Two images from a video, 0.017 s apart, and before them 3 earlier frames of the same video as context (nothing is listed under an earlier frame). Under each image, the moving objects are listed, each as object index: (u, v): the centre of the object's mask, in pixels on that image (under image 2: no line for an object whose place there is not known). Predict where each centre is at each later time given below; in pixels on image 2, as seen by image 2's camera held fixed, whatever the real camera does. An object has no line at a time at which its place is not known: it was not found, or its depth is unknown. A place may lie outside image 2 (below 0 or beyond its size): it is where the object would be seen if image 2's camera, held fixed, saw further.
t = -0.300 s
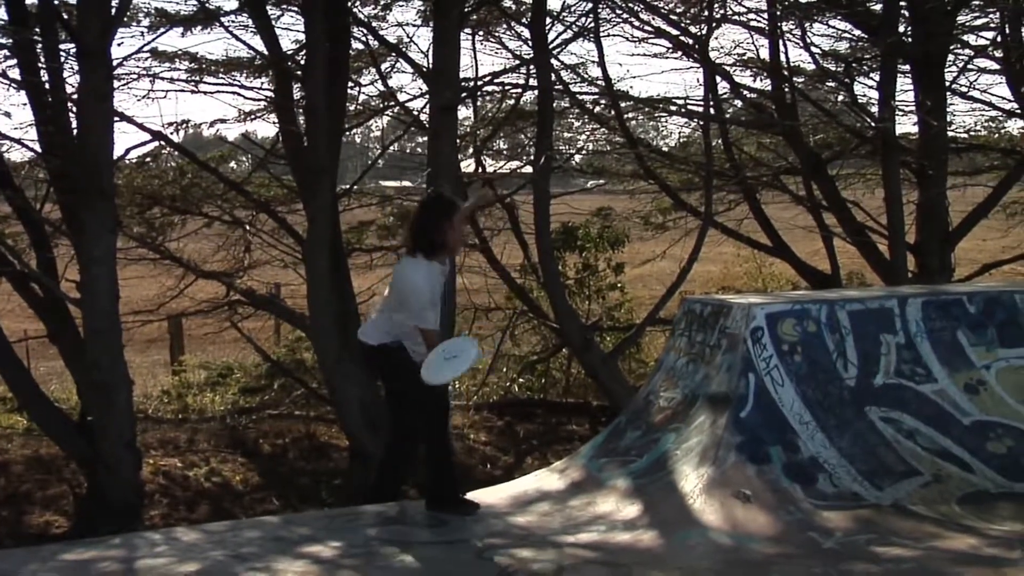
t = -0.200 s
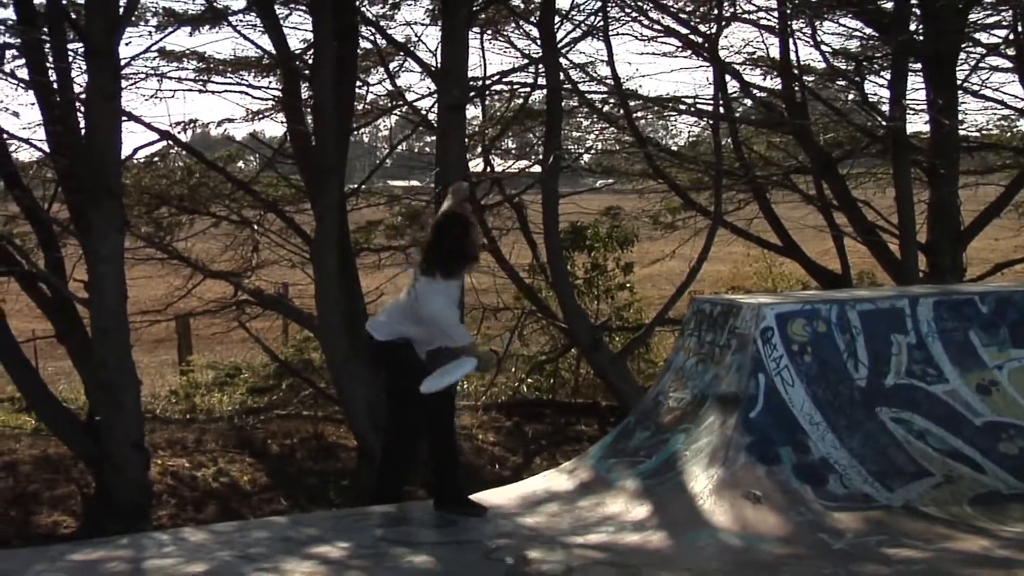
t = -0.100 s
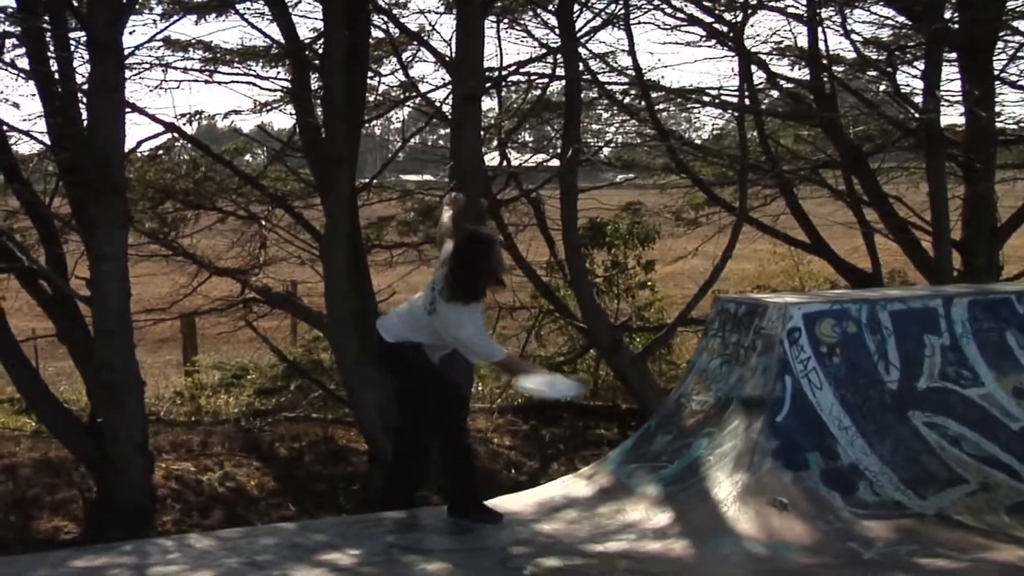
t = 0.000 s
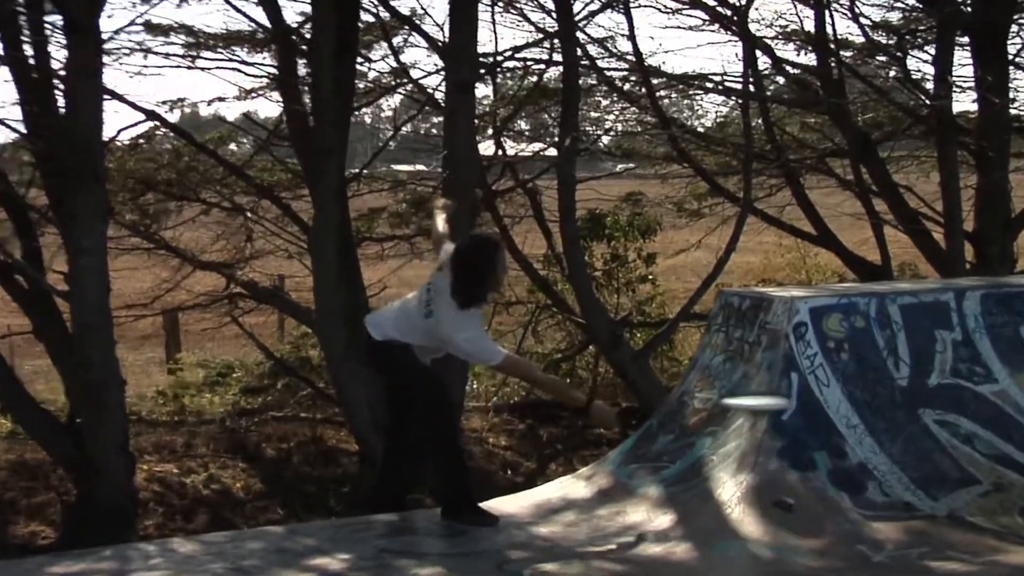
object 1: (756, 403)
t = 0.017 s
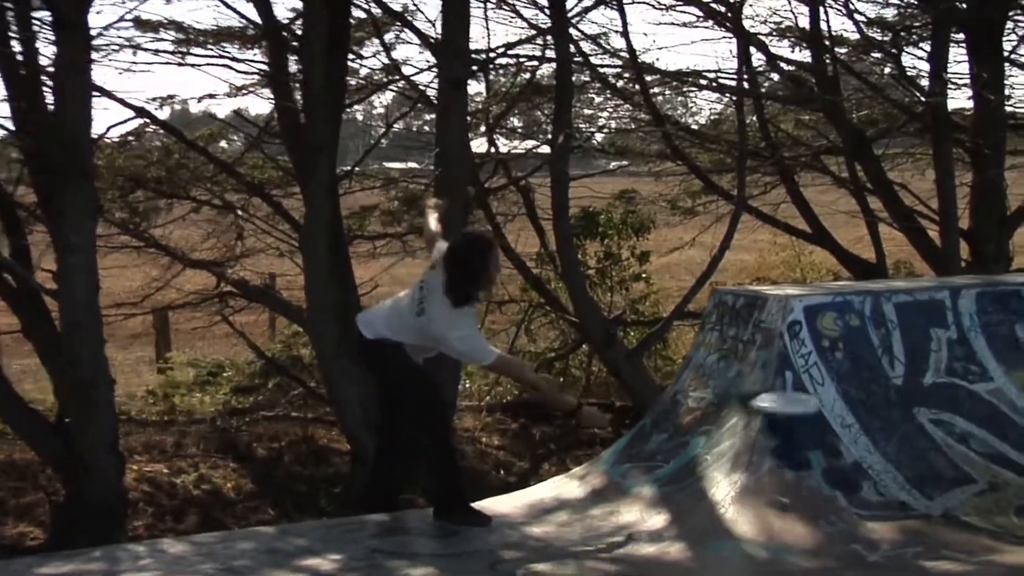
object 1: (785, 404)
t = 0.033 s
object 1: (812, 402)
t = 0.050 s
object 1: (853, 400)
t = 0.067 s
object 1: (884, 397)
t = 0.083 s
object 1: (916, 395)
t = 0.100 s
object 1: (947, 395)
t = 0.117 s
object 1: (977, 396)
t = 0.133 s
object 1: (1008, 397)
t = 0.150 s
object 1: (1036, 400)
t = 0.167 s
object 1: (1068, 404)
